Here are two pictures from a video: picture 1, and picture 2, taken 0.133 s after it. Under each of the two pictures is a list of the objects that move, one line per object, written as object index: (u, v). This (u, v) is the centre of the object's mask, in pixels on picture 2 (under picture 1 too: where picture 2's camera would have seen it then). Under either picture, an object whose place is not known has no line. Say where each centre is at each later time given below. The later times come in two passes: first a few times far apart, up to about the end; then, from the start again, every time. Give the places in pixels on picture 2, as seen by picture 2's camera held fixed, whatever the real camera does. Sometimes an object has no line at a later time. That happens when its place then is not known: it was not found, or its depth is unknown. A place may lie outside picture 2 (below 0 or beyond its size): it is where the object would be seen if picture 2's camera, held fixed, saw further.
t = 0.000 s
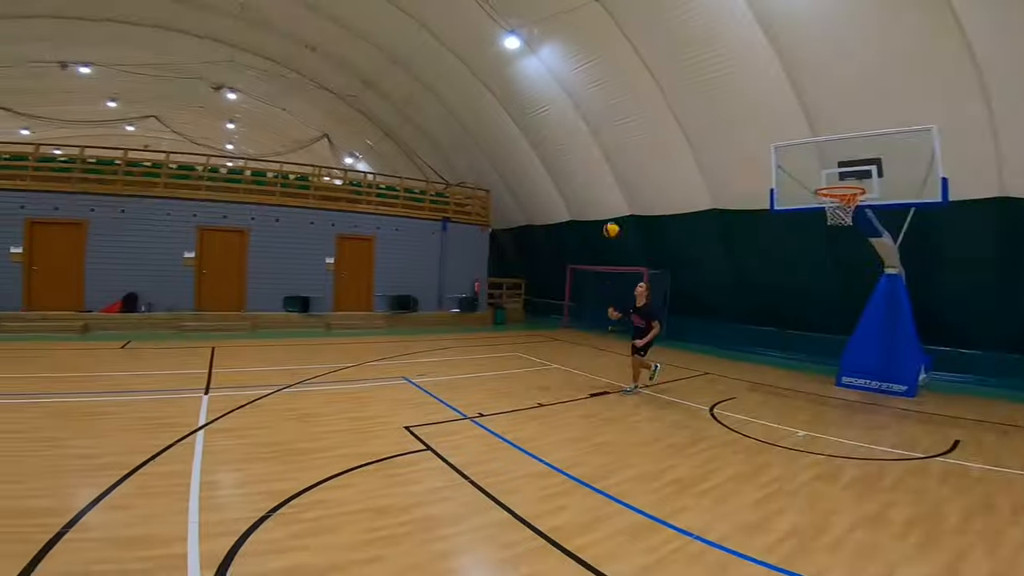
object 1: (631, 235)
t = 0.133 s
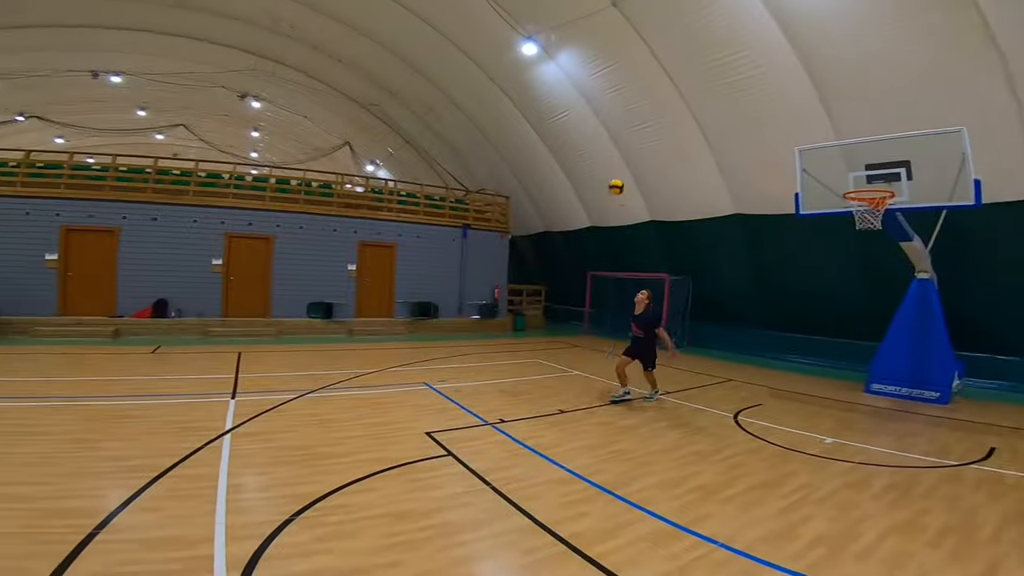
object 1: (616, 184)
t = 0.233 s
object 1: (604, 158)
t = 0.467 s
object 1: (572, 116)
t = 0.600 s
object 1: (554, 107)
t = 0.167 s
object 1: (612, 175)
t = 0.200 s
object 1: (608, 166)
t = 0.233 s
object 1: (604, 158)
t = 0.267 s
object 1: (600, 149)
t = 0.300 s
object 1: (596, 142)
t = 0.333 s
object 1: (591, 135)
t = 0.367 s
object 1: (586, 130)
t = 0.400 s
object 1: (582, 125)
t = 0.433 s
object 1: (577, 120)
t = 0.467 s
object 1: (572, 116)
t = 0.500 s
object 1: (568, 113)
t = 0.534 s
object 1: (564, 110)
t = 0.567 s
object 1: (559, 109)
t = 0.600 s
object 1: (554, 107)
